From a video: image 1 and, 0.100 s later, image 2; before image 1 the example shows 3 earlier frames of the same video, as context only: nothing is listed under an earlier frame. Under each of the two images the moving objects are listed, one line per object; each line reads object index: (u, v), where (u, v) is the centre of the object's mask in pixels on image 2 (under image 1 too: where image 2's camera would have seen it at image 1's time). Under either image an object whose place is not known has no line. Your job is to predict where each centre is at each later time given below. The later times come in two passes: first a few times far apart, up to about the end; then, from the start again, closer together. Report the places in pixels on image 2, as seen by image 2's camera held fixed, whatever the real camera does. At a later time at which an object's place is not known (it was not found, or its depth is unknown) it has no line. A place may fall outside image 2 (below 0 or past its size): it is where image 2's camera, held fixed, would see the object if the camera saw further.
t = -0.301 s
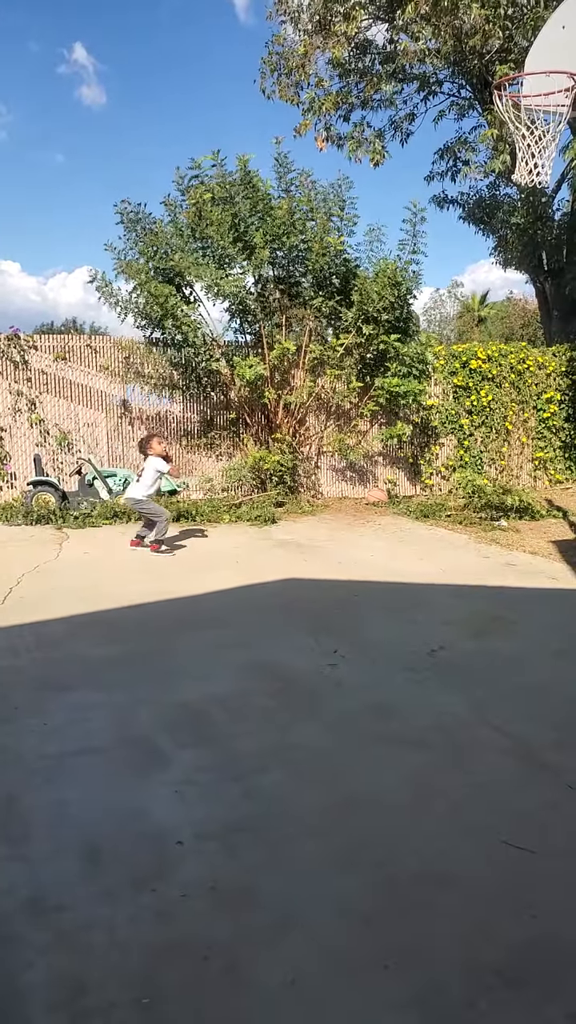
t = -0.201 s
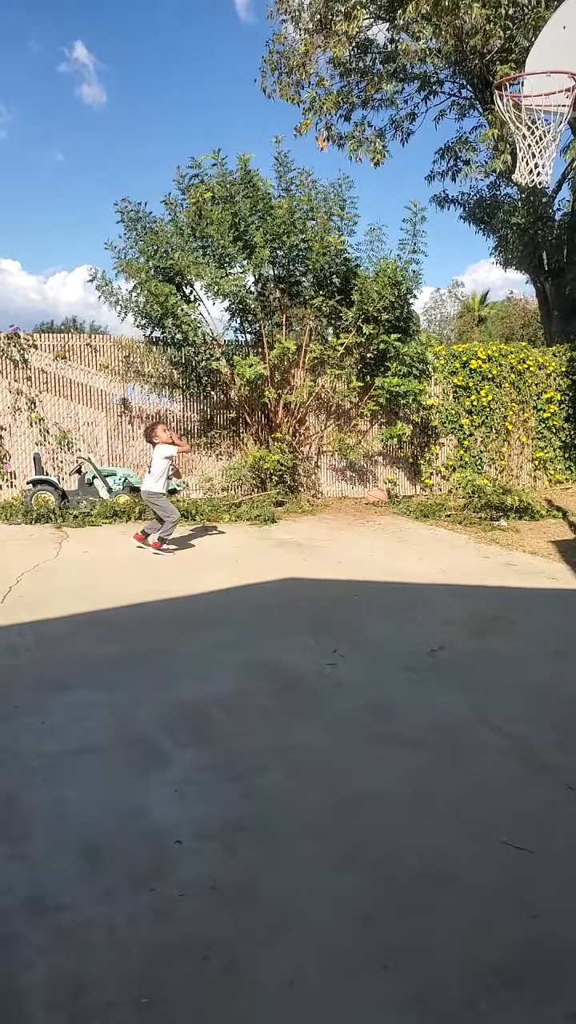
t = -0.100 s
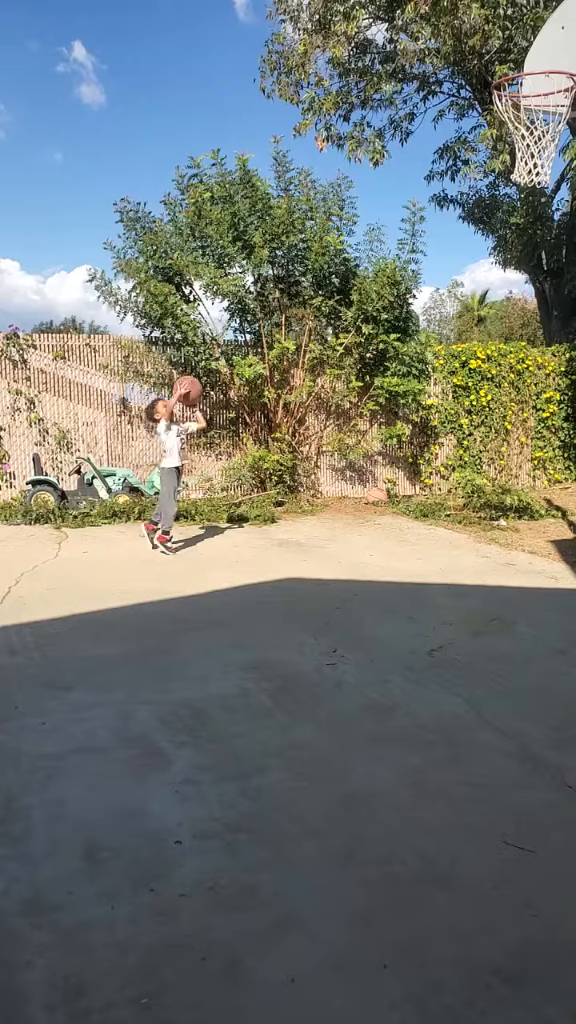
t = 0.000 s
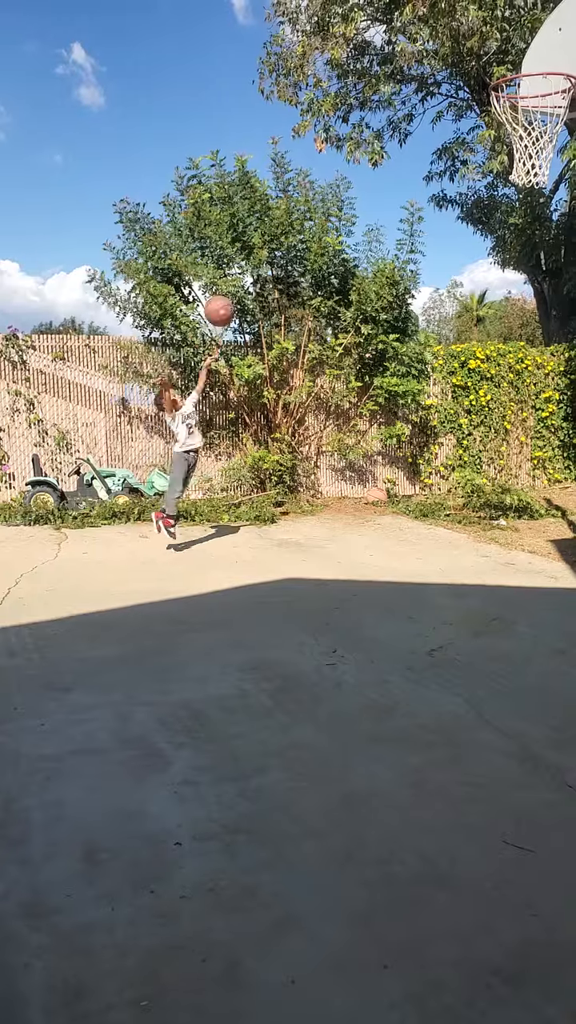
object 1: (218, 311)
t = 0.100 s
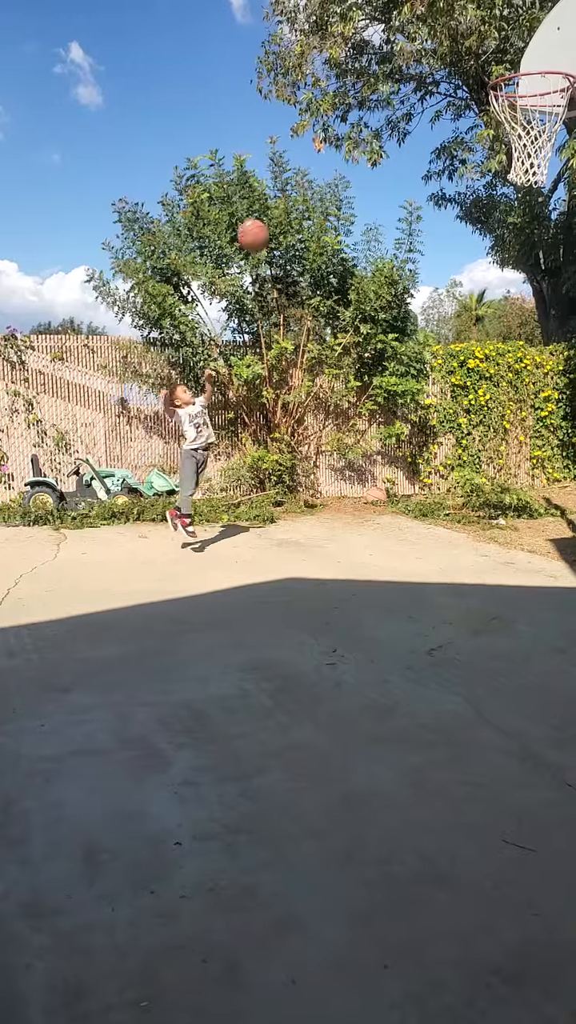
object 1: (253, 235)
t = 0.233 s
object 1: (305, 152)
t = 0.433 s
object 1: (391, 62)
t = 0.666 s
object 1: (506, 32)
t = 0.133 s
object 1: (266, 213)
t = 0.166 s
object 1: (278, 191)
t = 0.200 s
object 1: (292, 171)
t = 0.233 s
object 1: (305, 152)
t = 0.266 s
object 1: (318, 134)
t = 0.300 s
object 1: (332, 116)
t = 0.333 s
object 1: (346, 102)
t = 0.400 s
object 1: (375, 73)
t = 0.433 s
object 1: (391, 62)
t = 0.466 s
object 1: (405, 53)
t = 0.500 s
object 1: (421, 44)
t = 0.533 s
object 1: (438, 38)
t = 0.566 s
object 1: (455, 34)
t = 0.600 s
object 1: (470, 32)
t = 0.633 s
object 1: (488, 32)
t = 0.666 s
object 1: (506, 32)
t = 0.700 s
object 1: (524, 36)
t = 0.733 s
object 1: (542, 43)
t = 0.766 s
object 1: (561, 50)
